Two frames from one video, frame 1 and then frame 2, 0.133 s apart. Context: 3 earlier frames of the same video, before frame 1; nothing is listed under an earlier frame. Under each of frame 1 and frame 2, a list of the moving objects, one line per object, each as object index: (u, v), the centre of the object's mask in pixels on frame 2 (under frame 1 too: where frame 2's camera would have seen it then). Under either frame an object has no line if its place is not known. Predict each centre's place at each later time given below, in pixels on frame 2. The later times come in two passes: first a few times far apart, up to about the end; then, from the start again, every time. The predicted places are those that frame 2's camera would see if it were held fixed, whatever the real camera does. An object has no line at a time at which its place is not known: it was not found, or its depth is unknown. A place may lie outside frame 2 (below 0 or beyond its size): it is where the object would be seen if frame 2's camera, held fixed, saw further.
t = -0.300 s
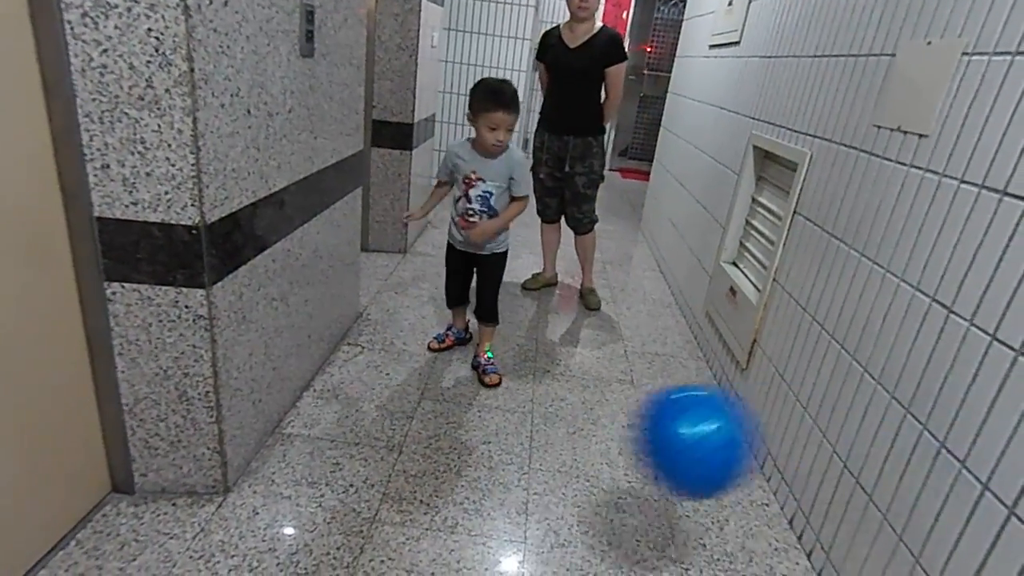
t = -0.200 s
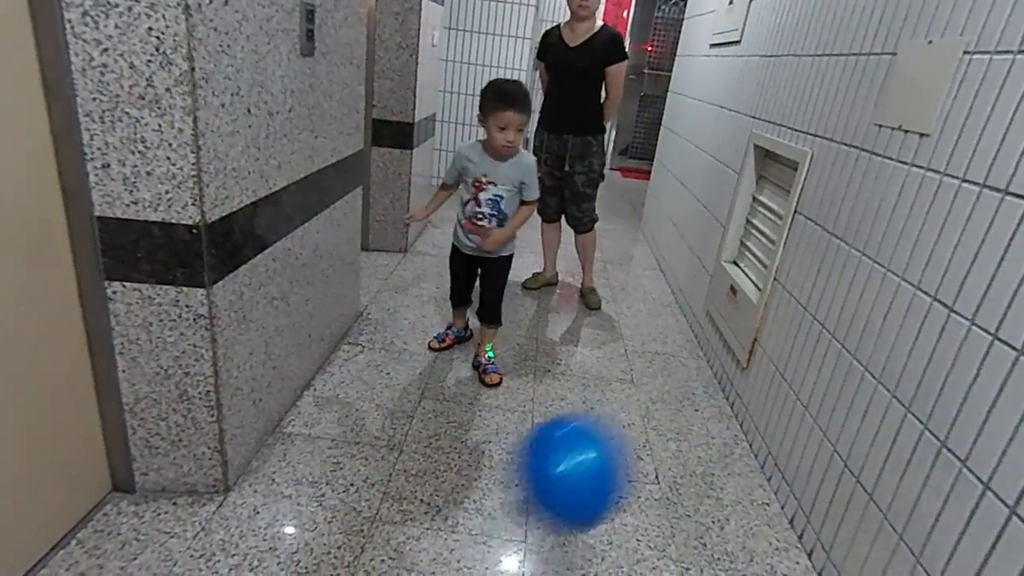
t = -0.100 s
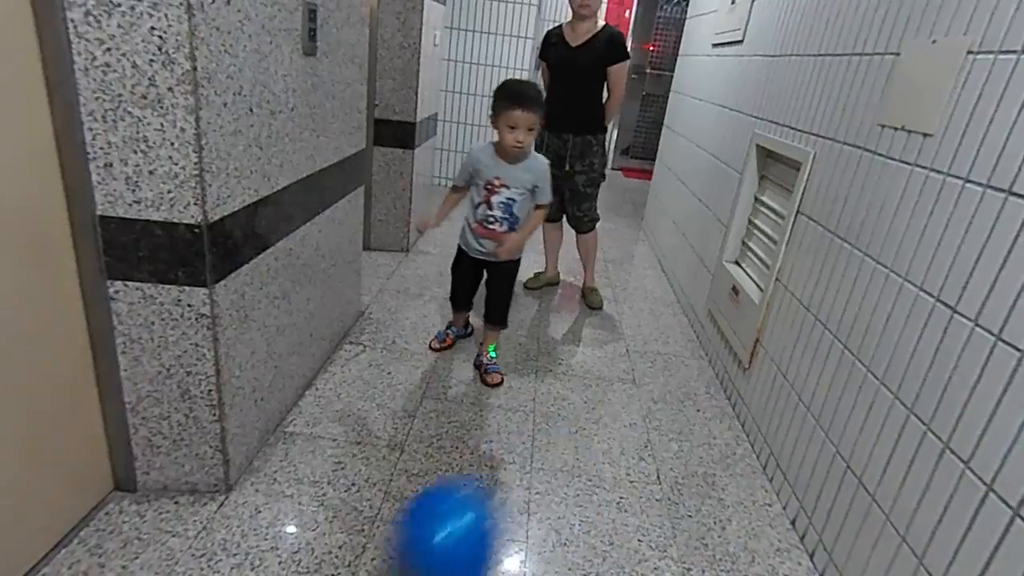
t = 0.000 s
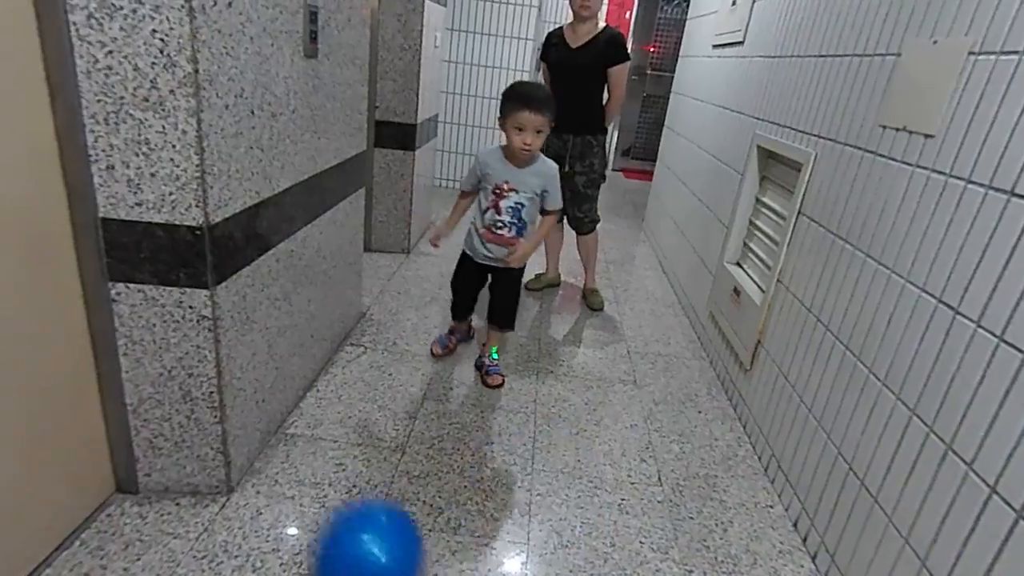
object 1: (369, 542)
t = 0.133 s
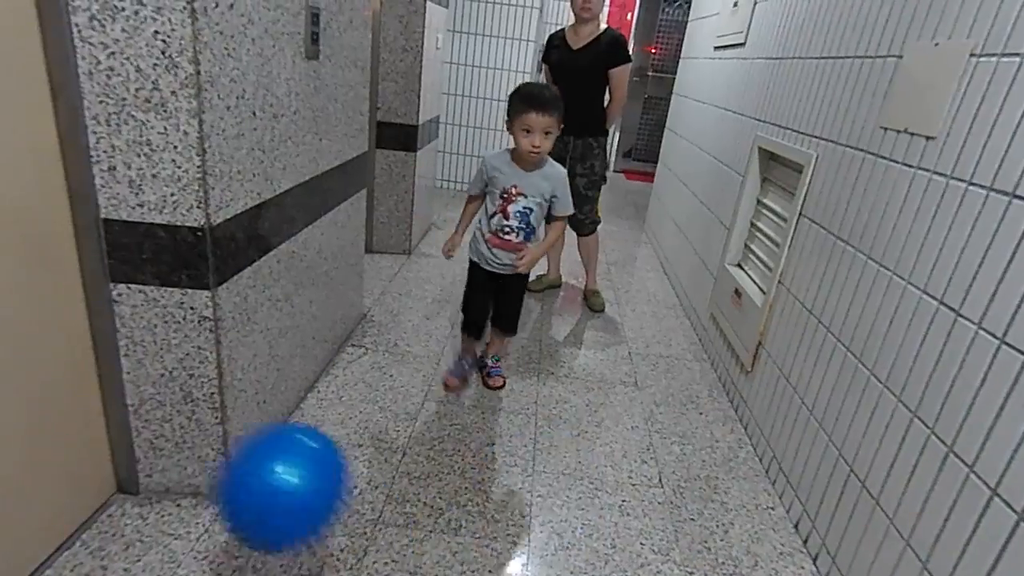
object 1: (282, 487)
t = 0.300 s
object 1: (159, 488)
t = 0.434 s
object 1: (80, 544)
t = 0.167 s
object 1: (258, 477)
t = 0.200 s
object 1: (233, 473)
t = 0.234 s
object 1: (209, 473)
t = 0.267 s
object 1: (185, 478)
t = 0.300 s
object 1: (159, 488)
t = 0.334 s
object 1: (135, 503)
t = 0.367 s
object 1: (113, 518)
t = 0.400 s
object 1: (94, 531)
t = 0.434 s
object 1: (80, 544)
